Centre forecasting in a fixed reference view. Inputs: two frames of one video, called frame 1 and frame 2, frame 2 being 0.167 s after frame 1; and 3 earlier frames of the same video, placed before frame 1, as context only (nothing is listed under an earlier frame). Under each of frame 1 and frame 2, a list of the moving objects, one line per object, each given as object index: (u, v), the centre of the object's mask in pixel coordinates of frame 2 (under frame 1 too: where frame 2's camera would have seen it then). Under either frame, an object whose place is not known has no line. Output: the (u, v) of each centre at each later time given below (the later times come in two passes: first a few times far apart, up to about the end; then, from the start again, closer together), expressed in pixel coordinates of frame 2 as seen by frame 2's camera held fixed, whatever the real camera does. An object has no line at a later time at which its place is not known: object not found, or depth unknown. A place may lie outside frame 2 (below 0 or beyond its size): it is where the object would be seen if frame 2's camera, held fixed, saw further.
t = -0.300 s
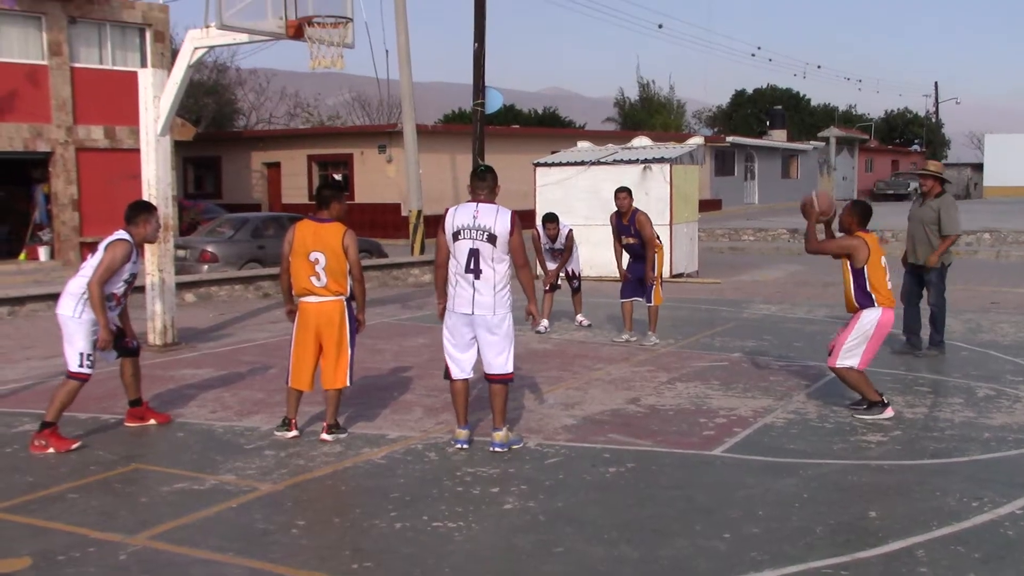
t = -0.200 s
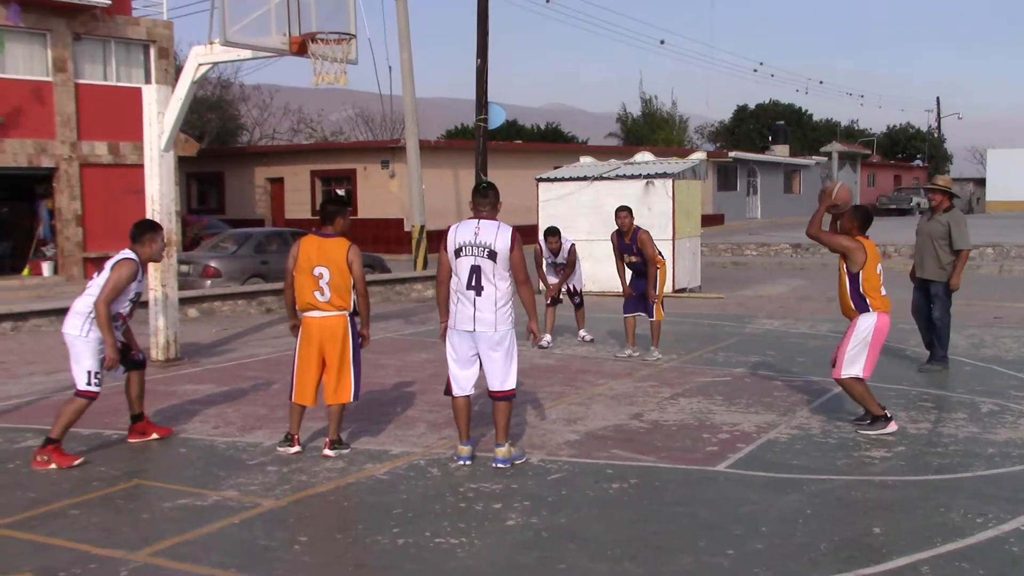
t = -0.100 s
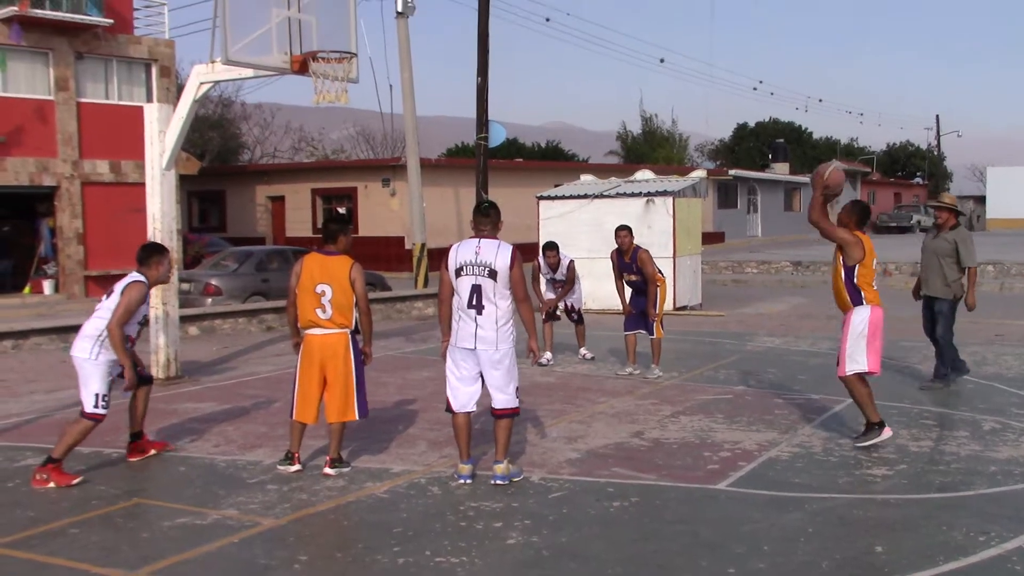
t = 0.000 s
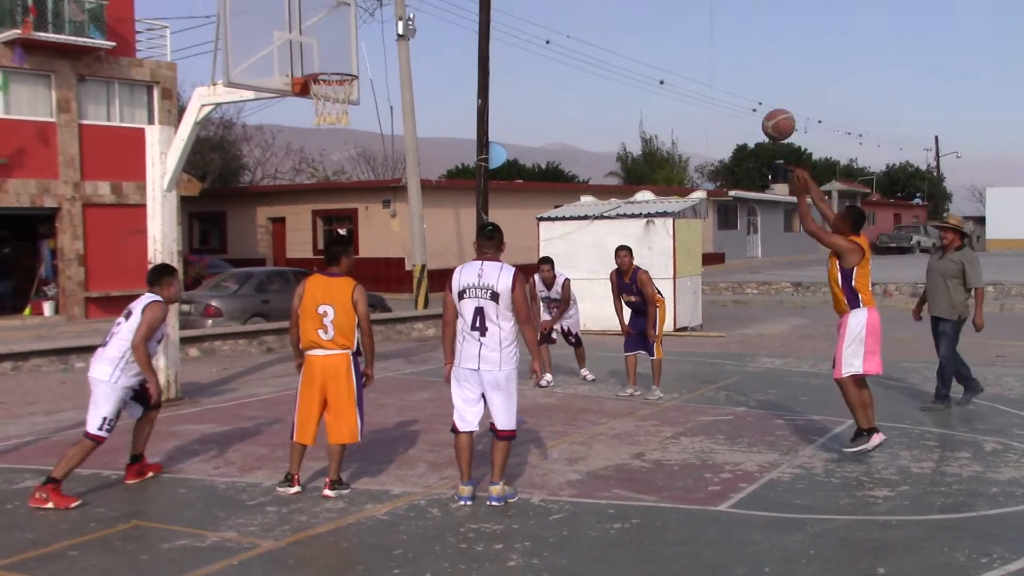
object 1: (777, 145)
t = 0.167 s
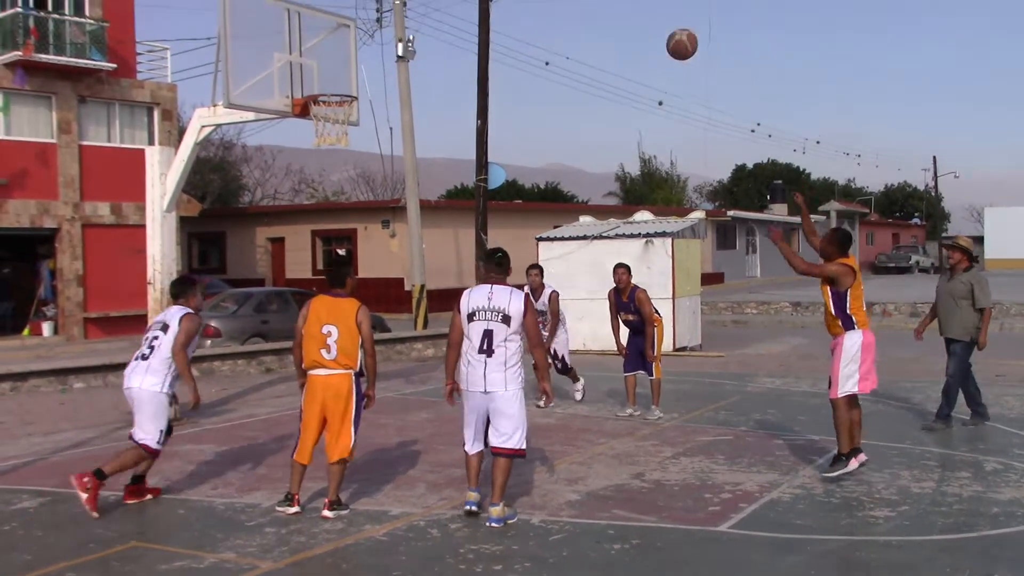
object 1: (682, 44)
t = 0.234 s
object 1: (647, 16)
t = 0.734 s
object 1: (417, -1)
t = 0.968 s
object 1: (327, 82)
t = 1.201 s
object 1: (308, 7)
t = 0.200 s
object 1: (664, 29)
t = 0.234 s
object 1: (647, 16)
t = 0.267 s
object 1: (629, 5)
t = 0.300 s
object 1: (612, -2)
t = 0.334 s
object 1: (595, -6)
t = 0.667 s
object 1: (444, -8)
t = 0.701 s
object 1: (430, -5)
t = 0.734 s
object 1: (417, -1)
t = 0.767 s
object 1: (404, 7)
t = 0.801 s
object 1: (391, 17)
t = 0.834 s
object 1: (376, 28)
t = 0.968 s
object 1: (327, 82)
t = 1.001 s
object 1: (320, 85)
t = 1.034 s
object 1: (318, 70)
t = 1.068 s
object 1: (316, 55)
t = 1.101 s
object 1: (314, 41)
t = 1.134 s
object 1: (312, 29)
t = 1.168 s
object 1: (310, 18)
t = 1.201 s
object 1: (308, 7)
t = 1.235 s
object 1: (305, -1)
